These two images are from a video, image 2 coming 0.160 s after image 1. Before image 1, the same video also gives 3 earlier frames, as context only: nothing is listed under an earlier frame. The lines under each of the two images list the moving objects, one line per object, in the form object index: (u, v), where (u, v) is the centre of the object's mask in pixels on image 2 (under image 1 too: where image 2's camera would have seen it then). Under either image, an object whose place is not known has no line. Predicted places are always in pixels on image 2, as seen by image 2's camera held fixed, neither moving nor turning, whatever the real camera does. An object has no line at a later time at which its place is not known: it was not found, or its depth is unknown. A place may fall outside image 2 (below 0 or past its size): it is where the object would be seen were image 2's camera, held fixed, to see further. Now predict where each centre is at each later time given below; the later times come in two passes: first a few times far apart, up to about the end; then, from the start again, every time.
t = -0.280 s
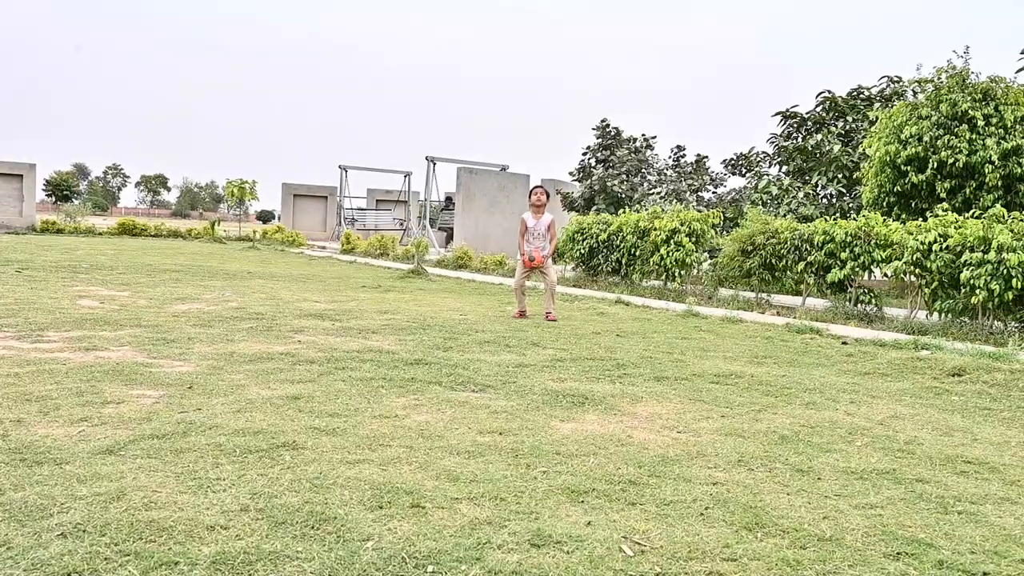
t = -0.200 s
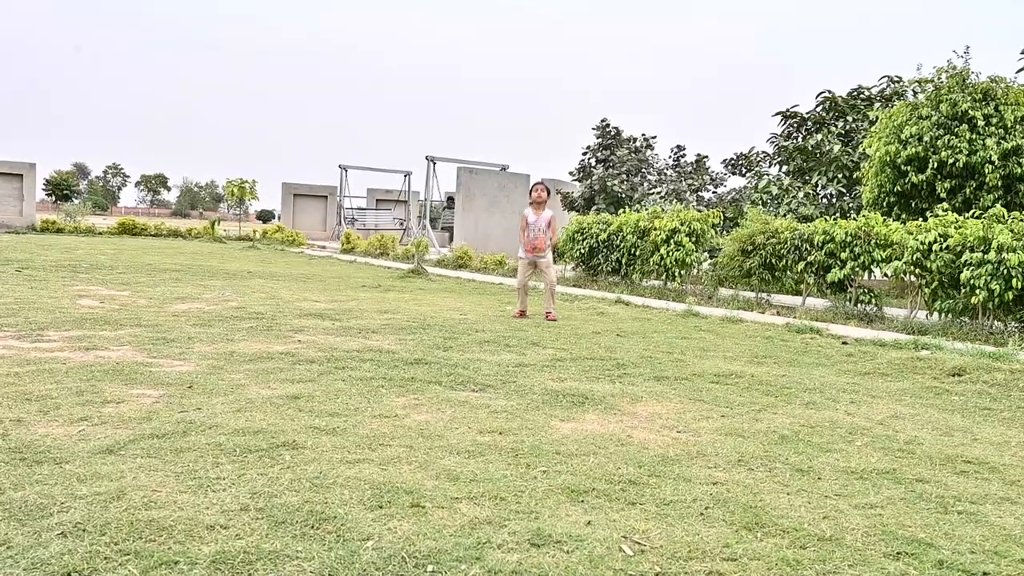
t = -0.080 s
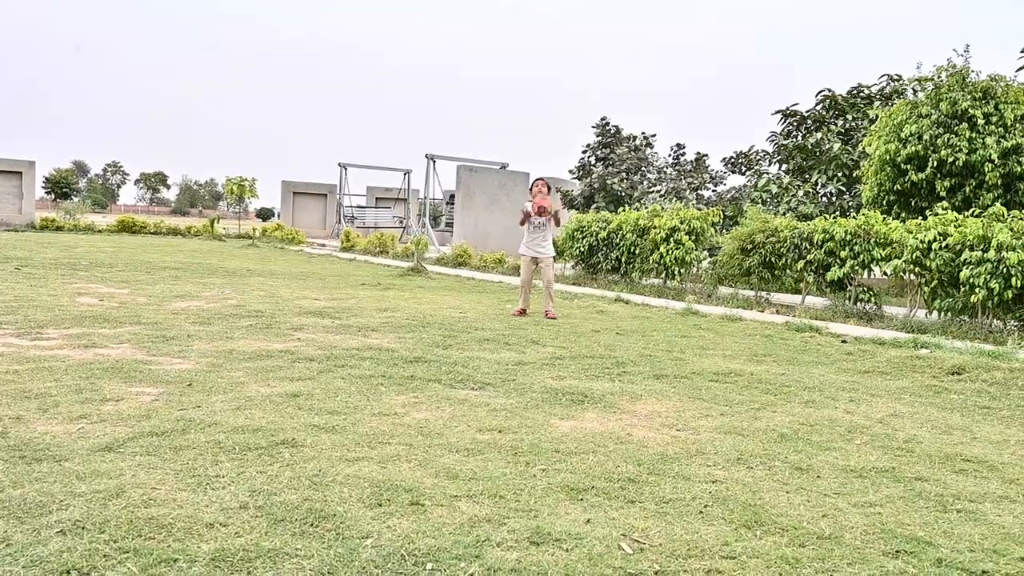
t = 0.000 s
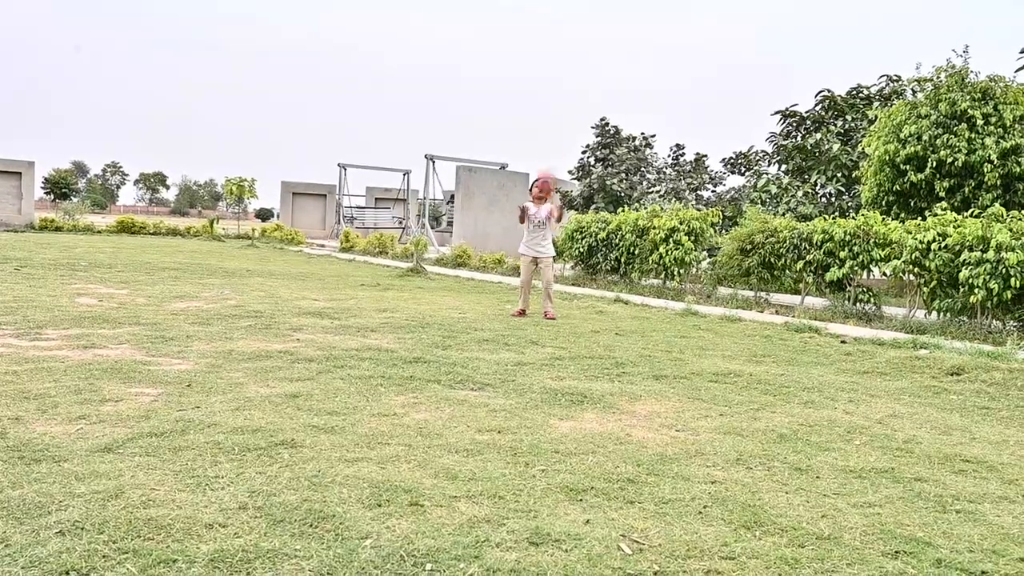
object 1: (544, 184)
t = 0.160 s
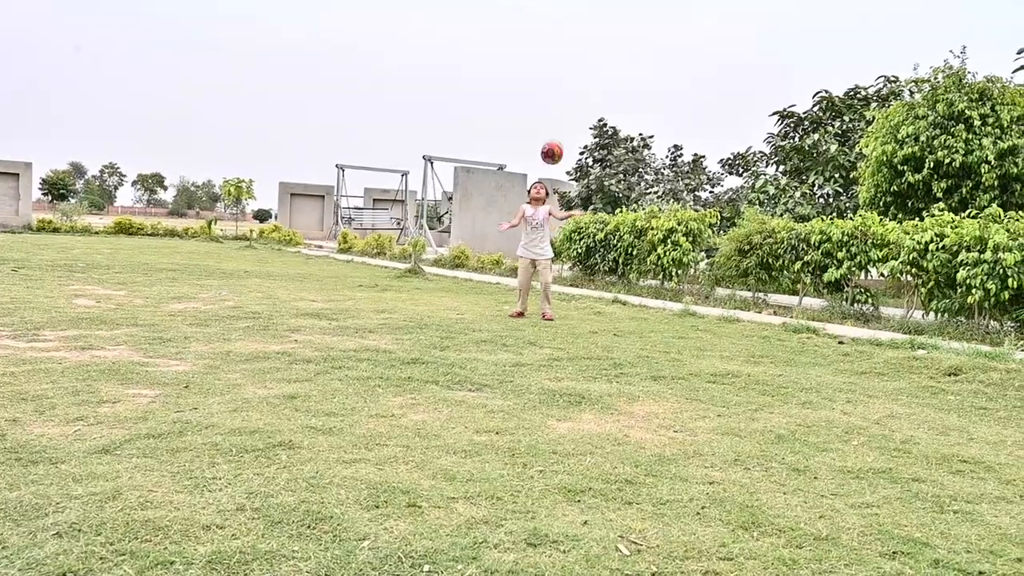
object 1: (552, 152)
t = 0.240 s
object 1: (556, 142)
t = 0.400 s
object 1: (562, 137)
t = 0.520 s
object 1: (567, 145)
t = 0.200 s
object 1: (554, 147)
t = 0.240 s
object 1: (556, 142)
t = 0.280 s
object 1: (558, 139)
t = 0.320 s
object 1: (559, 137)
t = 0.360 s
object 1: (561, 137)
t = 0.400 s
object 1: (562, 137)
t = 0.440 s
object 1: (564, 139)
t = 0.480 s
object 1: (566, 141)
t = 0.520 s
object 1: (567, 145)
